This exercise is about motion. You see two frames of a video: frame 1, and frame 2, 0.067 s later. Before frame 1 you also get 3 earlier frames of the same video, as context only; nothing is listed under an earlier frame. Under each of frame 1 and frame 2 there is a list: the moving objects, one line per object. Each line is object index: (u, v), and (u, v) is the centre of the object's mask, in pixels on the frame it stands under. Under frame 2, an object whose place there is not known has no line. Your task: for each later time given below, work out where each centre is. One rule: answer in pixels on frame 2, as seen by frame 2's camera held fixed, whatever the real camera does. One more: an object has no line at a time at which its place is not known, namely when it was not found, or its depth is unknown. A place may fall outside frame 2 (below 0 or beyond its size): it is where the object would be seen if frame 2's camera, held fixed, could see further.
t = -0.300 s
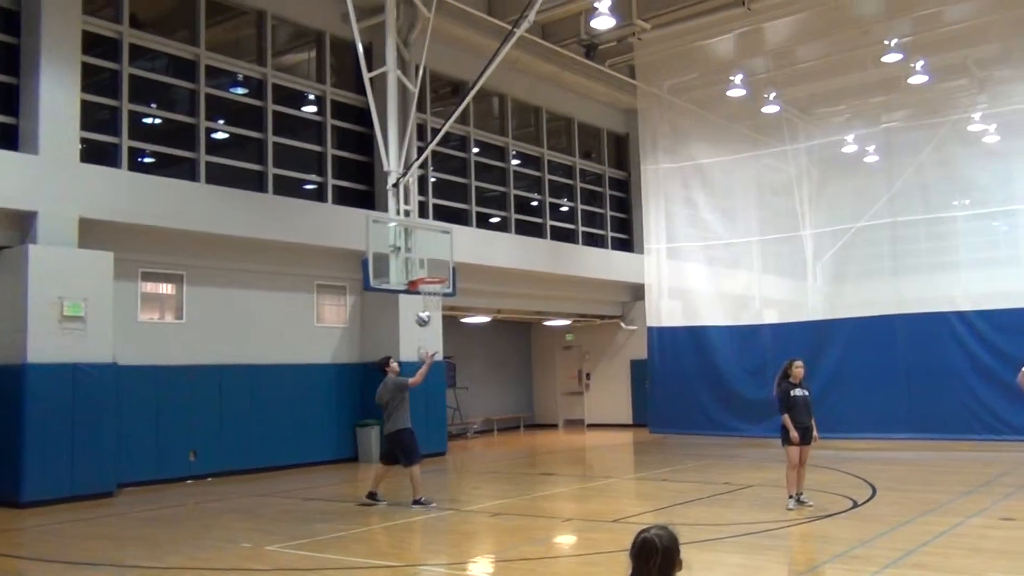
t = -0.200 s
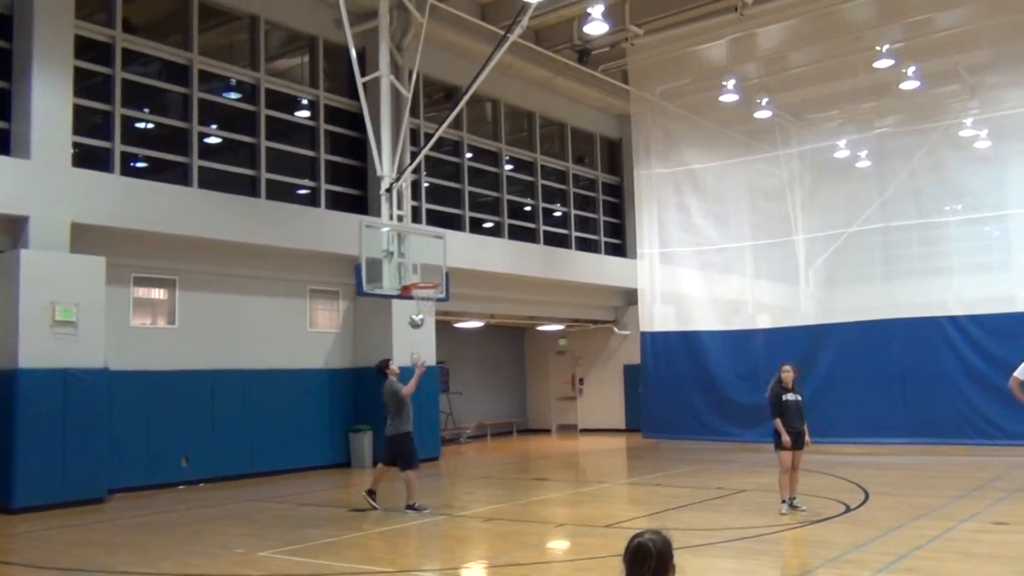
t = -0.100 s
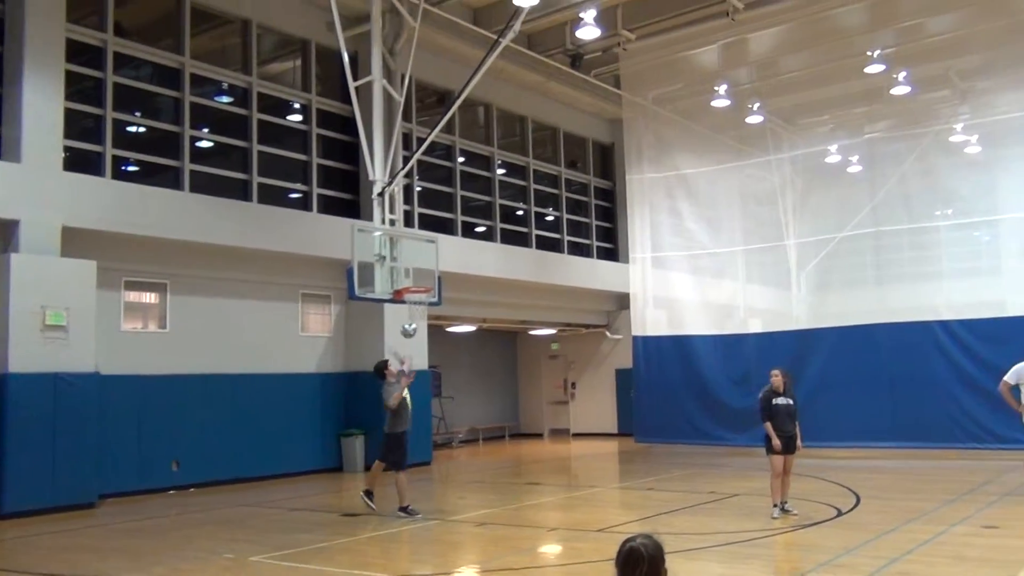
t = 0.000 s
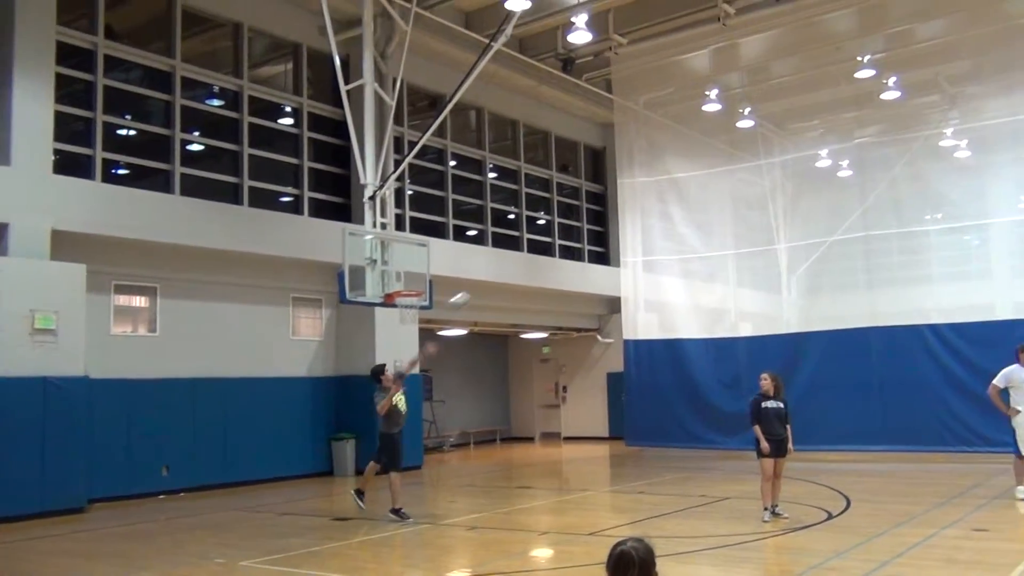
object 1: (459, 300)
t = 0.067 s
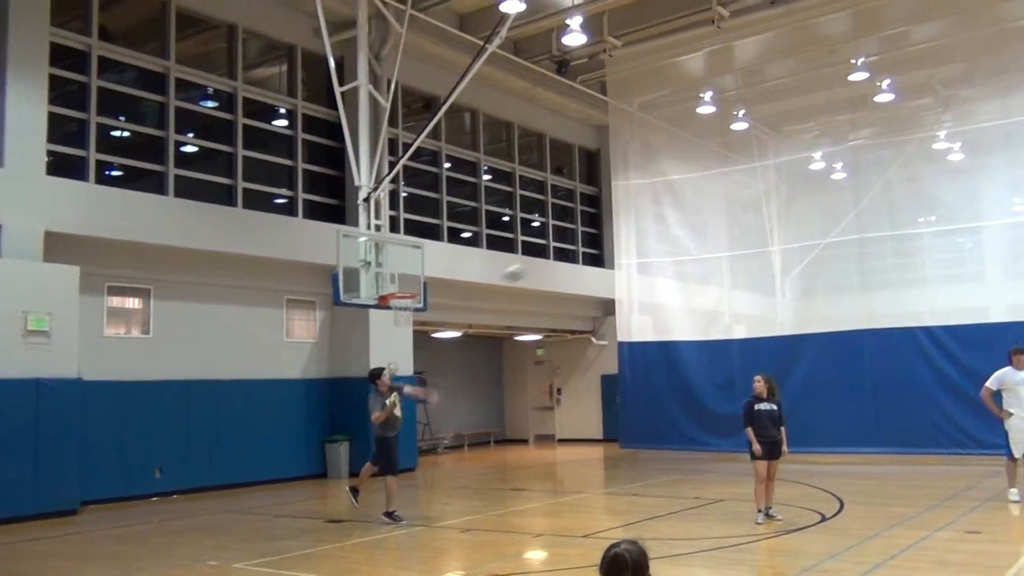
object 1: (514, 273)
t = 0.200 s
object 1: (649, 217)
